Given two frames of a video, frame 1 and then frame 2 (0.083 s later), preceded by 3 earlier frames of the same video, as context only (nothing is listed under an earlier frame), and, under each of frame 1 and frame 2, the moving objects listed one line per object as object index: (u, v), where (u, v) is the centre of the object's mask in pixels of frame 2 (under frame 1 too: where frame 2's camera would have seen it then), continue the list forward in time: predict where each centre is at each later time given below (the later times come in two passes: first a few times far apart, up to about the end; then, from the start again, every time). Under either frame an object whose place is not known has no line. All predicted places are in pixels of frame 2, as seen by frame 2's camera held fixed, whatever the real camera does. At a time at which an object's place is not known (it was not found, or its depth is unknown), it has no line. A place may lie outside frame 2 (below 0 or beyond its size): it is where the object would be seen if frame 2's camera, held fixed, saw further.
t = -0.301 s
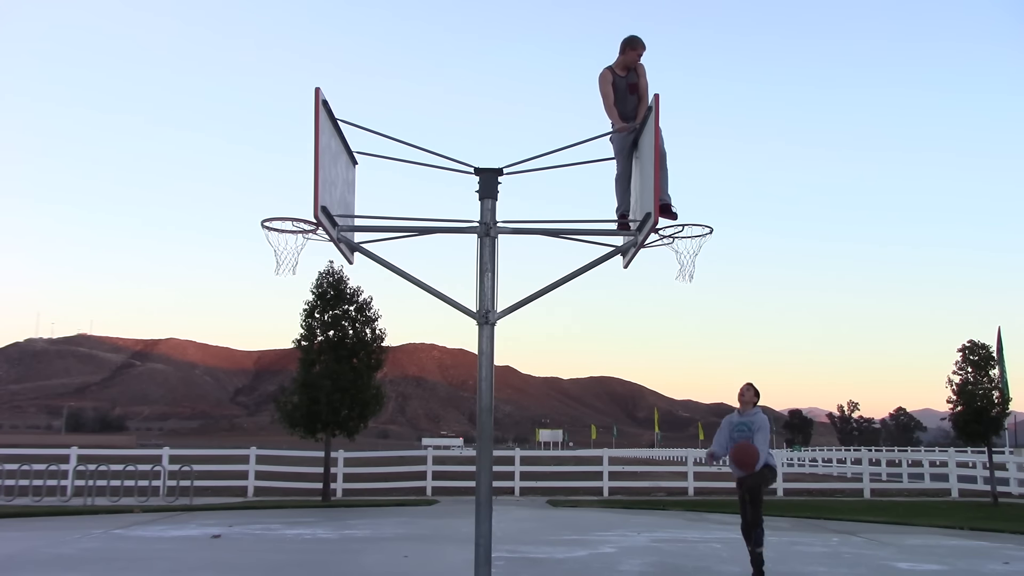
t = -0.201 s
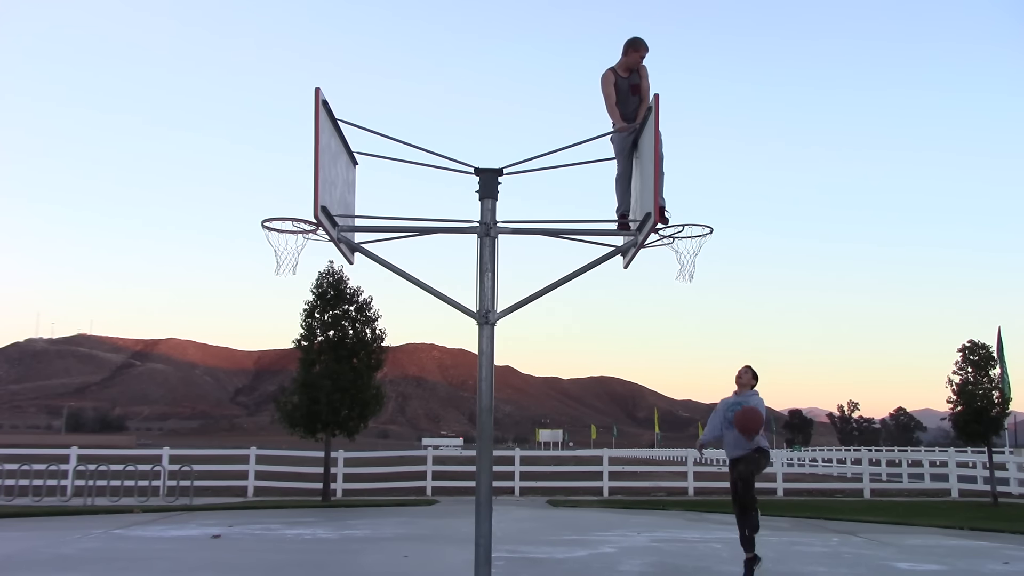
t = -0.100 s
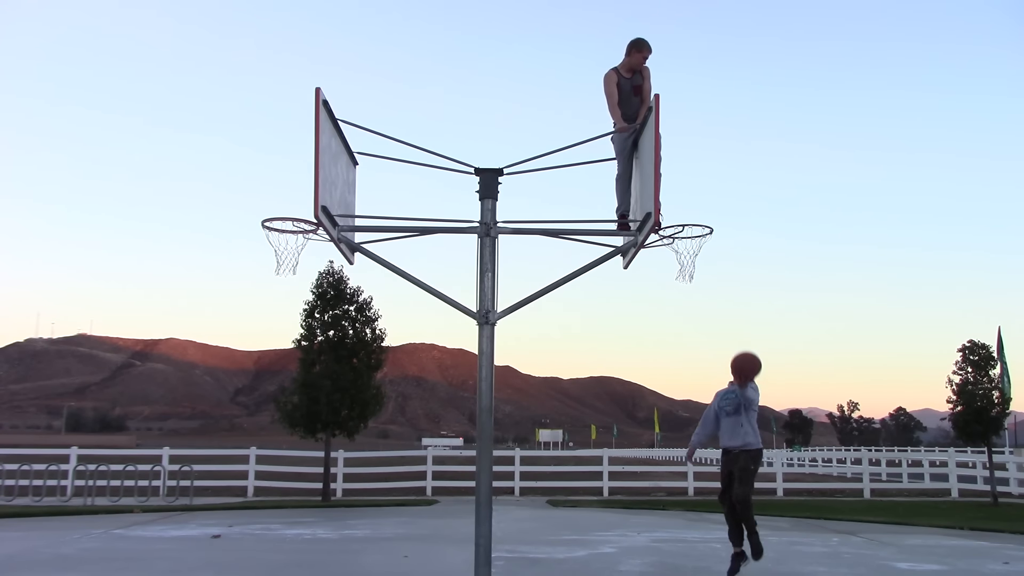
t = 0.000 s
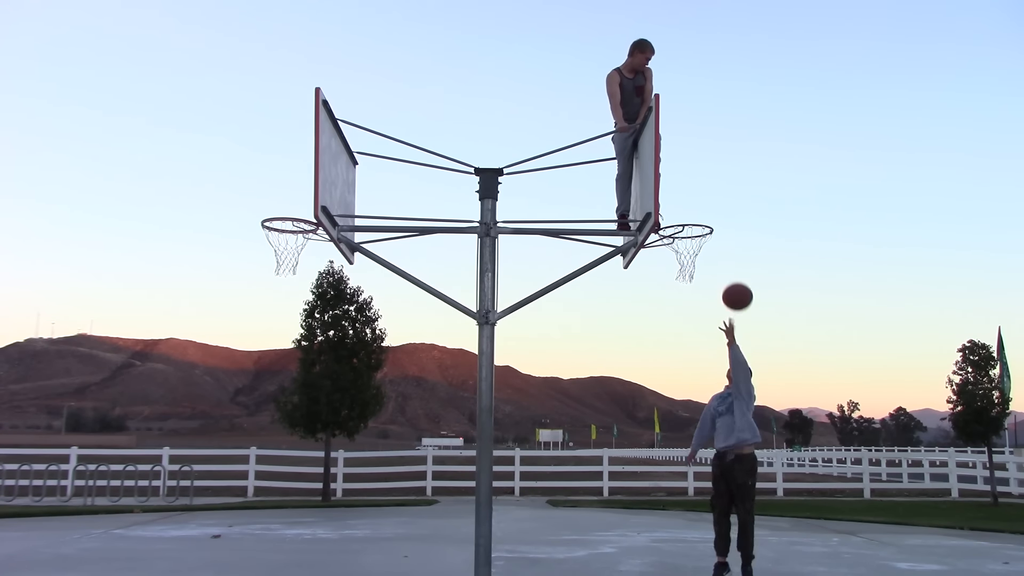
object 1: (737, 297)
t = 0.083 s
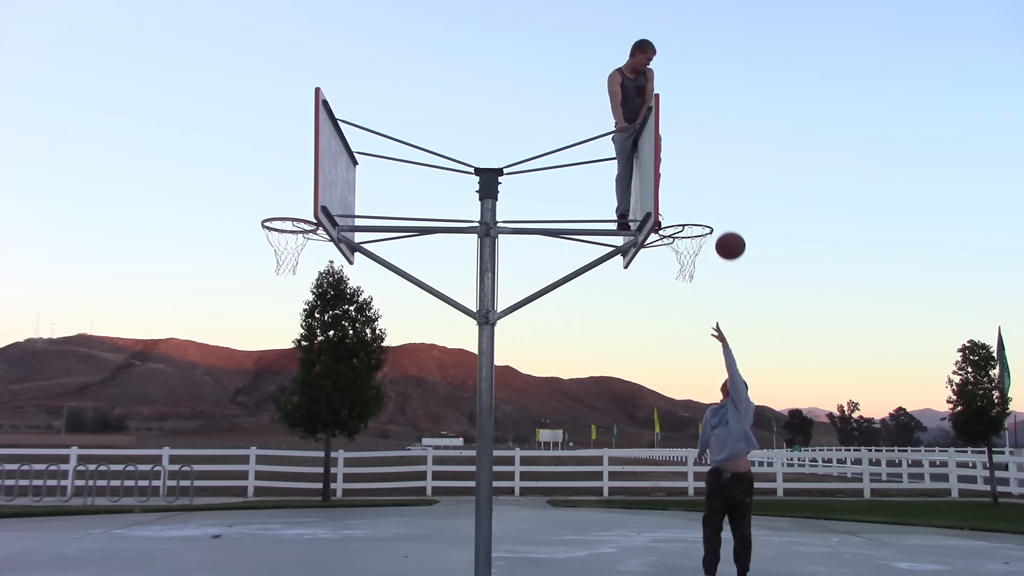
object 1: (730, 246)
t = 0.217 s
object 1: (720, 183)
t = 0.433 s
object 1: (705, 127)
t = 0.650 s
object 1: (693, 123)
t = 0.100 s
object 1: (729, 236)
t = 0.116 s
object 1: (728, 228)
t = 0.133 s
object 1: (726, 220)
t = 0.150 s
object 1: (725, 212)
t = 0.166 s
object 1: (724, 204)
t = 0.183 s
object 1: (722, 197)
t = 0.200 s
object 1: (721, 190)
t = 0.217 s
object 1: (720, 183)
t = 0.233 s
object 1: (719, 177)
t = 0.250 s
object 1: (718, 171)
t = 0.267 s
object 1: (716, 165)
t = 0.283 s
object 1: (715, 160)
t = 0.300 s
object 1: (714, 155)
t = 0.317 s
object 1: (713, 150)
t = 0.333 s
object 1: (712, 146)
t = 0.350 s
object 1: (711, 142)
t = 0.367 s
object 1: (710, 138)
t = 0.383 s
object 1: (709, 135)
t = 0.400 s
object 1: (708, 132)
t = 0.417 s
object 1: (707, 129)
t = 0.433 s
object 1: (705, 127)
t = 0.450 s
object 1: (704, 124)
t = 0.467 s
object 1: (703, 123)
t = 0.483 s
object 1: (702, 121)
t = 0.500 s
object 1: (701, 120)
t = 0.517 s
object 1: (700, 119)
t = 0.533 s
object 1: (699, 118)
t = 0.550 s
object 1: (698, 118)
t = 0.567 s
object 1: (697, 118)
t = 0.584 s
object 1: (696, 118)
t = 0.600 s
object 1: (695, 119)
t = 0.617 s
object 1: (694, 120)
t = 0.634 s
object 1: (693, 121)
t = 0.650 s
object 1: (693, 123)
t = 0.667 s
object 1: (692, 125)
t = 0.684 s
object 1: (691, 127)
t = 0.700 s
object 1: (690, 129)
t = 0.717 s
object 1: (689, 132)
